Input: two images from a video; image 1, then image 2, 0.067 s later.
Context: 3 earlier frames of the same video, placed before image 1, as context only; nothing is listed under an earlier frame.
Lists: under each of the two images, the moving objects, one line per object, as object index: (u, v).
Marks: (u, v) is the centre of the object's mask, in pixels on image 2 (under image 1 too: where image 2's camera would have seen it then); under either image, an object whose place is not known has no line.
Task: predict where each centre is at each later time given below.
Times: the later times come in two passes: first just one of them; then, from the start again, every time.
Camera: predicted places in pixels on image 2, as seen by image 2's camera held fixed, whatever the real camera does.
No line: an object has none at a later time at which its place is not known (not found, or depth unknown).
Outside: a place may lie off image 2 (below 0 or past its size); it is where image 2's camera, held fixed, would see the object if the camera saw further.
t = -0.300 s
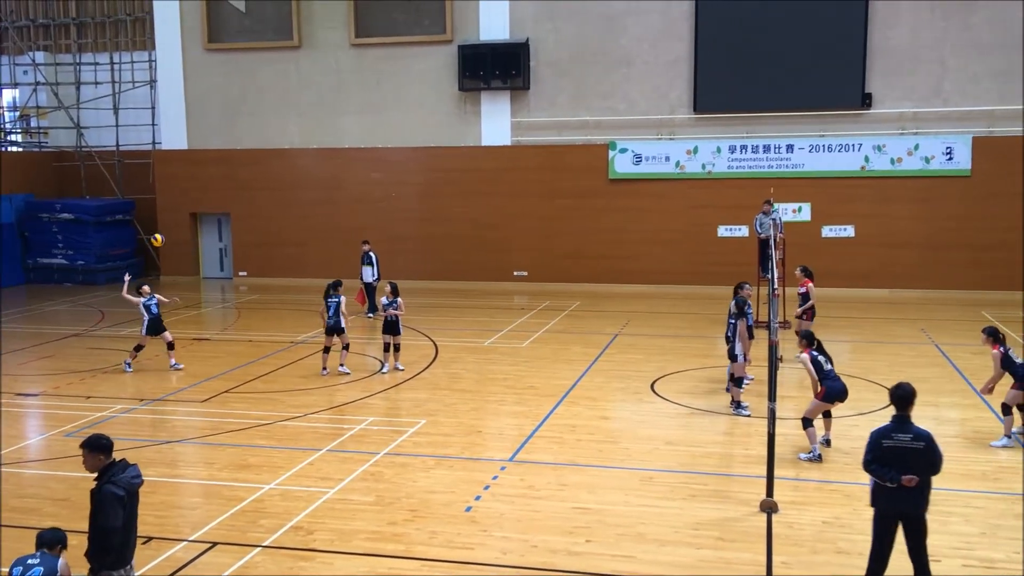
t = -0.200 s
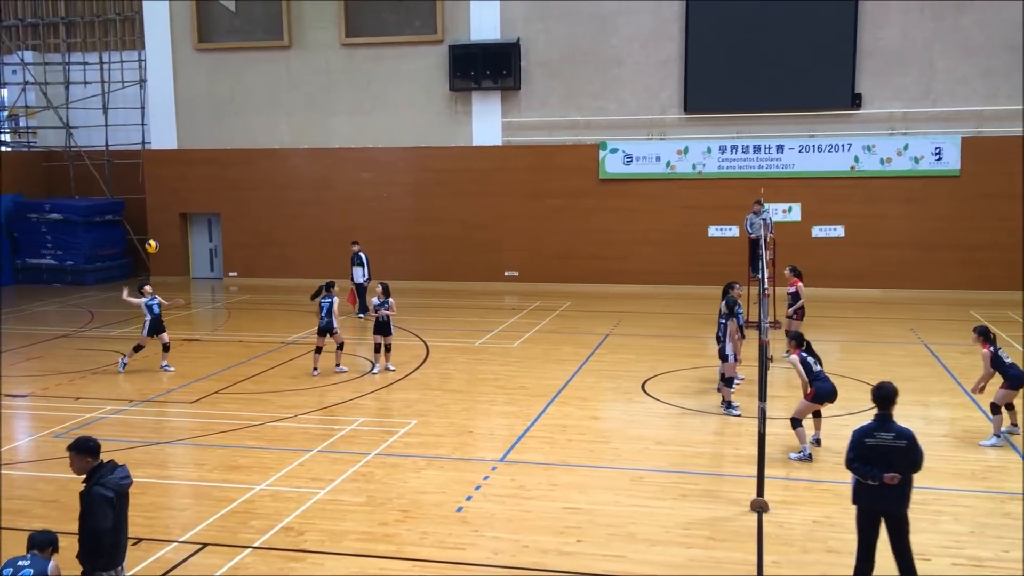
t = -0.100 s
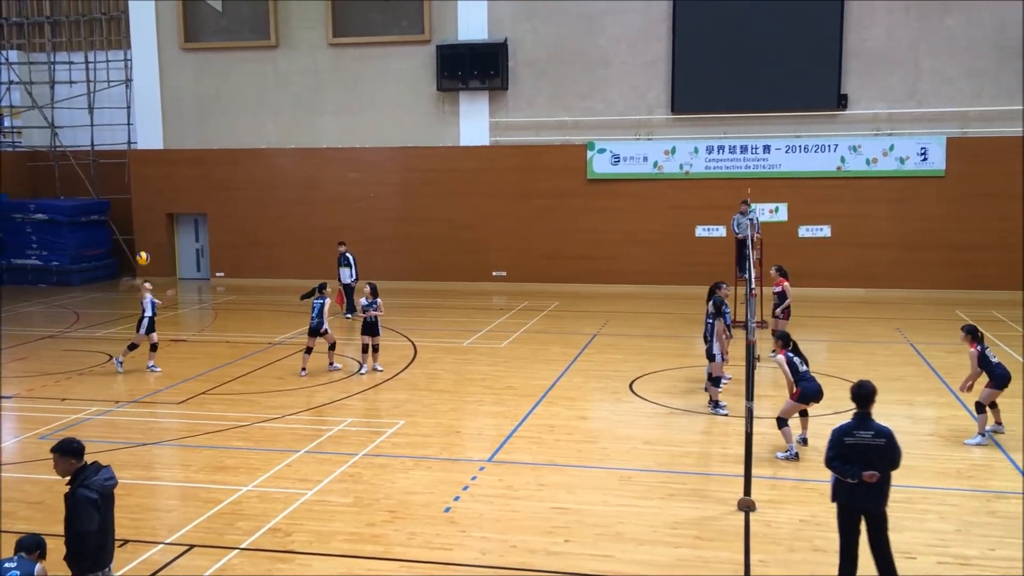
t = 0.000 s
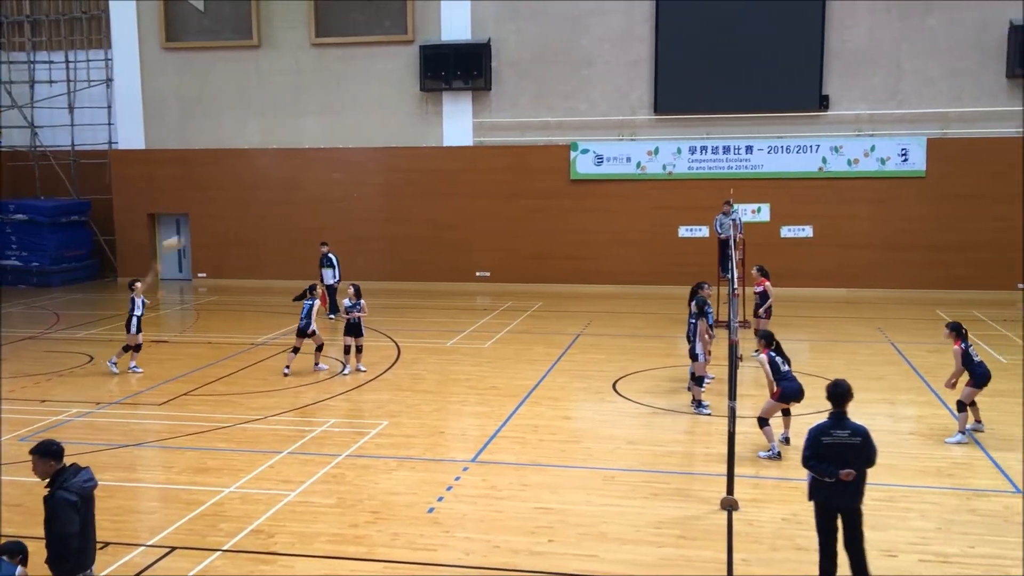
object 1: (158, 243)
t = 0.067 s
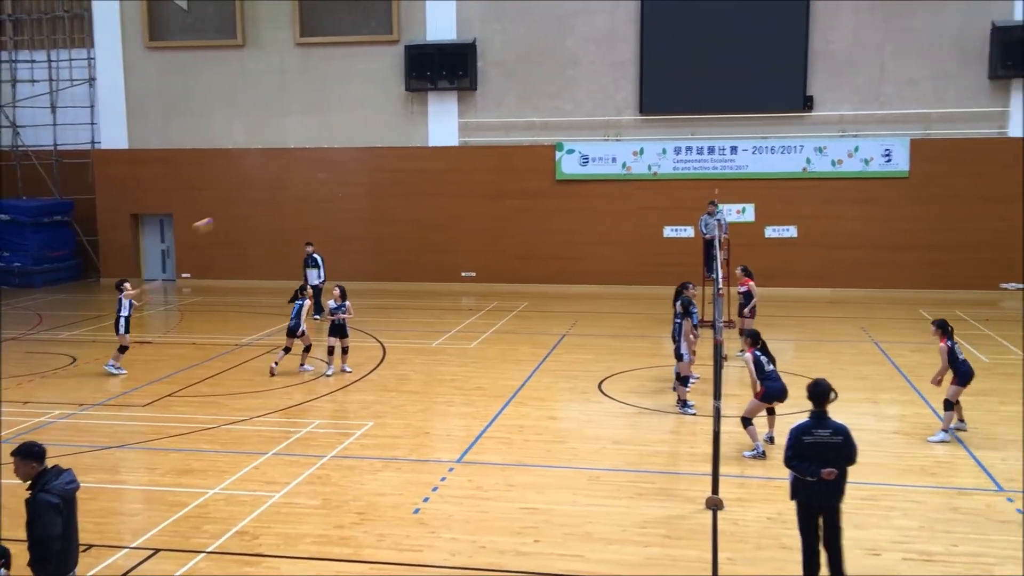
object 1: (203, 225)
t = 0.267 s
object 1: (337, 183)
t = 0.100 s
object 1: (226, 216)
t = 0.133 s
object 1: (248, 208)
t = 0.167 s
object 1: (270, 199)
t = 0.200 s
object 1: (291, 194)
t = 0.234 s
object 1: (315, 189)
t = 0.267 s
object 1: (337, 183)
